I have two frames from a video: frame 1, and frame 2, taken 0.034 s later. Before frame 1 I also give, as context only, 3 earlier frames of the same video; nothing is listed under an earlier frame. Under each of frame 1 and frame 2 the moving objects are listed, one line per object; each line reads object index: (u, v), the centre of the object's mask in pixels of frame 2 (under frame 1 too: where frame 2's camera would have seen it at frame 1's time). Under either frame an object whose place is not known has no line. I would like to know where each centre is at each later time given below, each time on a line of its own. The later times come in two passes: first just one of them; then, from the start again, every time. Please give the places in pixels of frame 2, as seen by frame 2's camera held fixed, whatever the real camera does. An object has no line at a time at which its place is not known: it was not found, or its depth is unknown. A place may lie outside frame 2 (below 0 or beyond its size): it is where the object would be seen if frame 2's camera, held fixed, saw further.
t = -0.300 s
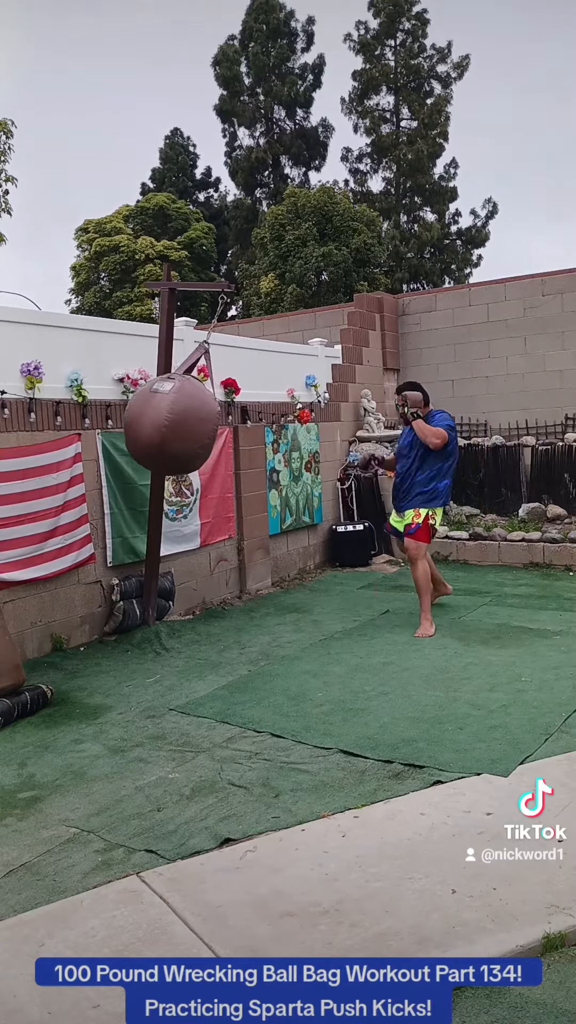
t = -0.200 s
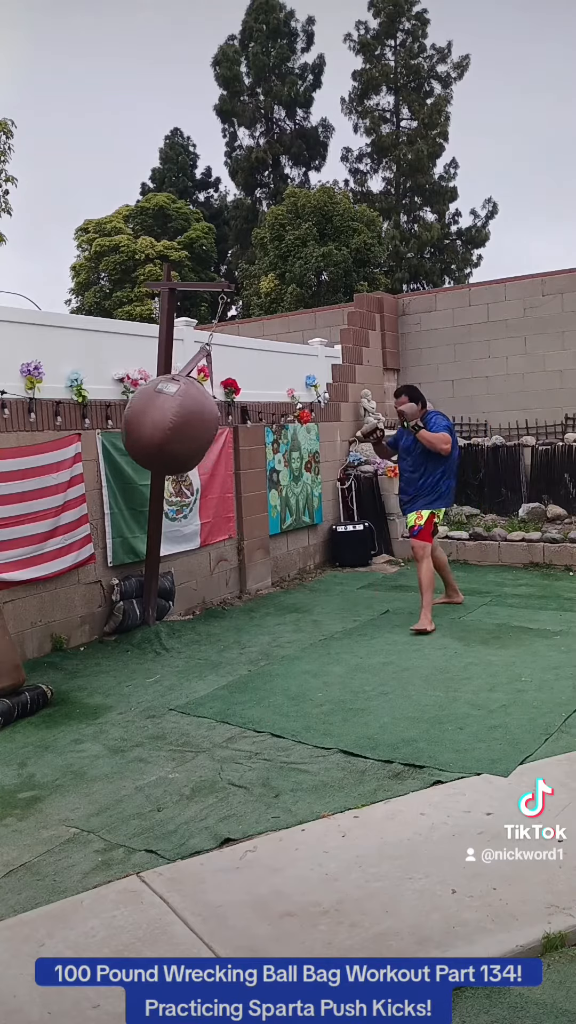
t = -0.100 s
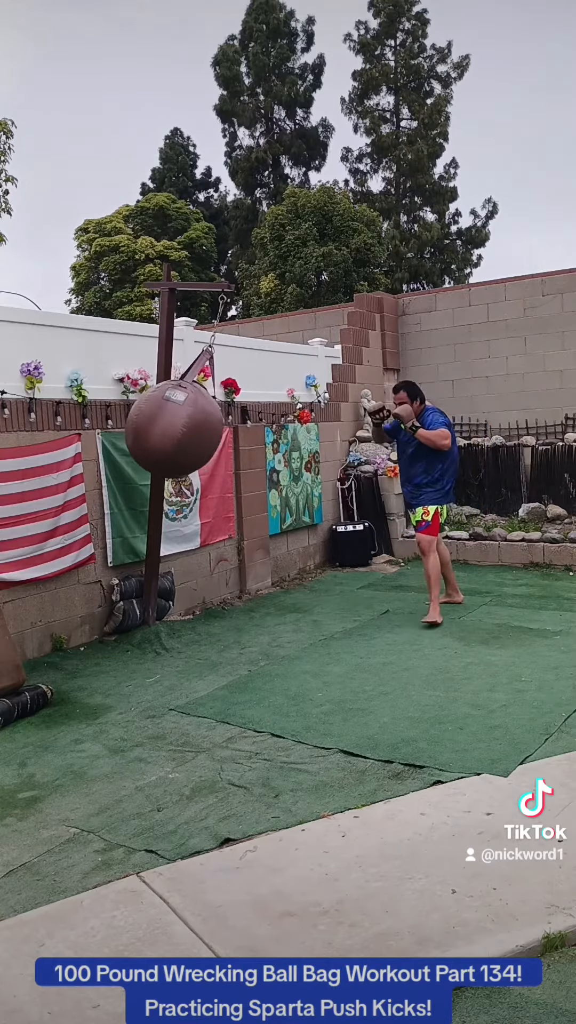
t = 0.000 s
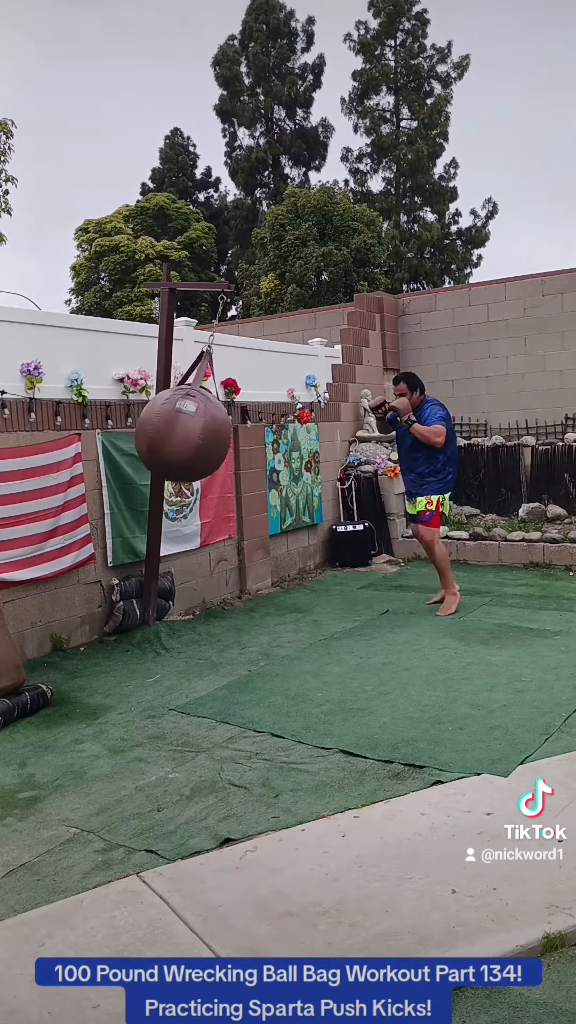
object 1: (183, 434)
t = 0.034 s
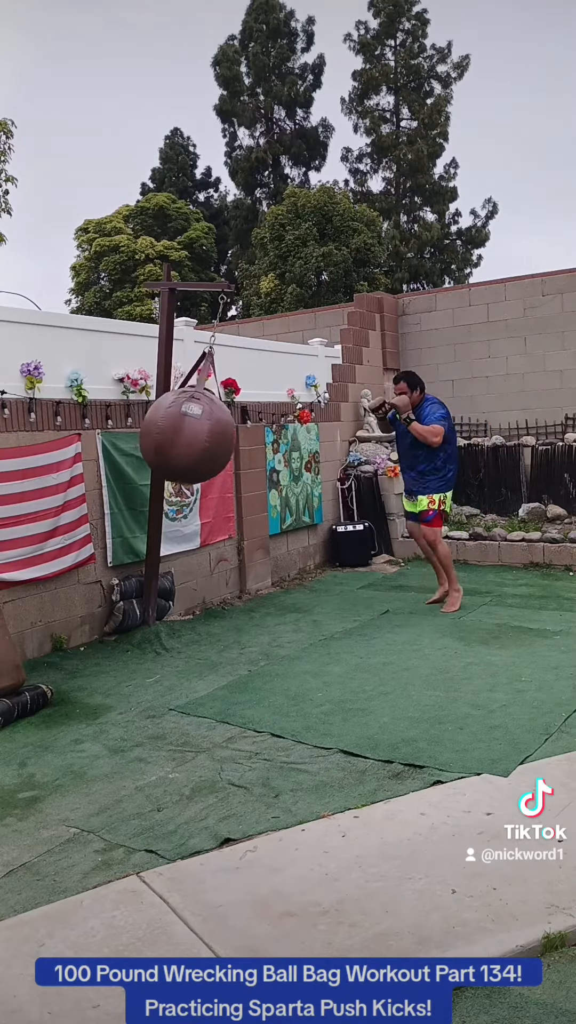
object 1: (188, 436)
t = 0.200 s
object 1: (215, 442)
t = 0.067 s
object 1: (192, 438)
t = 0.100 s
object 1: (197, 440)
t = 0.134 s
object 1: (203, 441)
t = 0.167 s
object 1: (209, 441)
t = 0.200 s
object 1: (215, 442)
